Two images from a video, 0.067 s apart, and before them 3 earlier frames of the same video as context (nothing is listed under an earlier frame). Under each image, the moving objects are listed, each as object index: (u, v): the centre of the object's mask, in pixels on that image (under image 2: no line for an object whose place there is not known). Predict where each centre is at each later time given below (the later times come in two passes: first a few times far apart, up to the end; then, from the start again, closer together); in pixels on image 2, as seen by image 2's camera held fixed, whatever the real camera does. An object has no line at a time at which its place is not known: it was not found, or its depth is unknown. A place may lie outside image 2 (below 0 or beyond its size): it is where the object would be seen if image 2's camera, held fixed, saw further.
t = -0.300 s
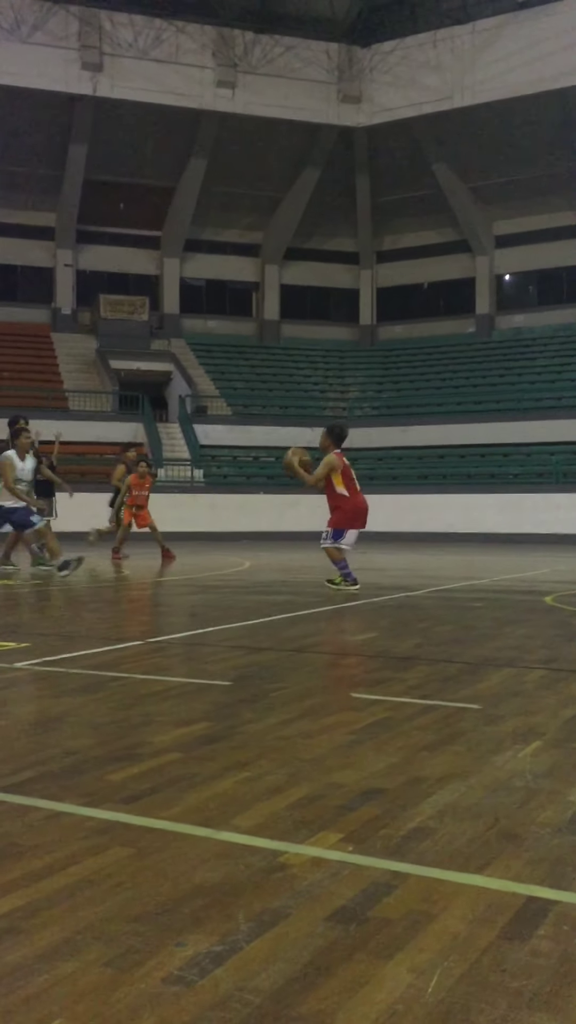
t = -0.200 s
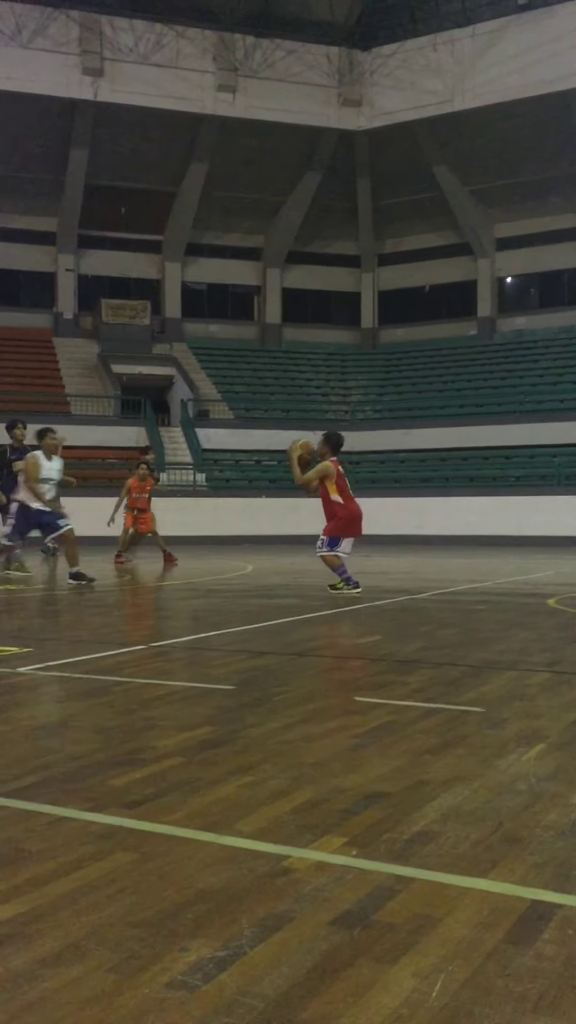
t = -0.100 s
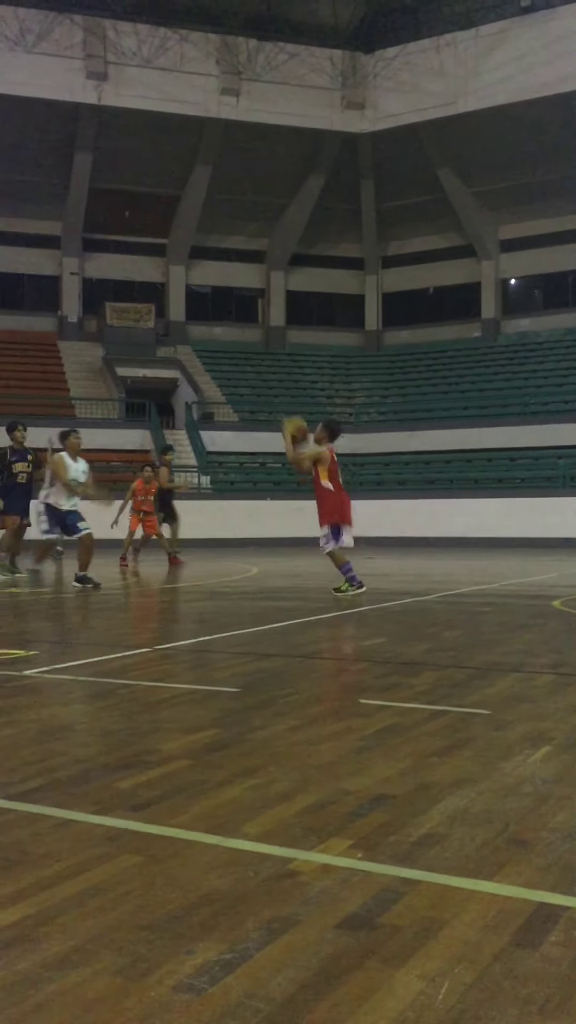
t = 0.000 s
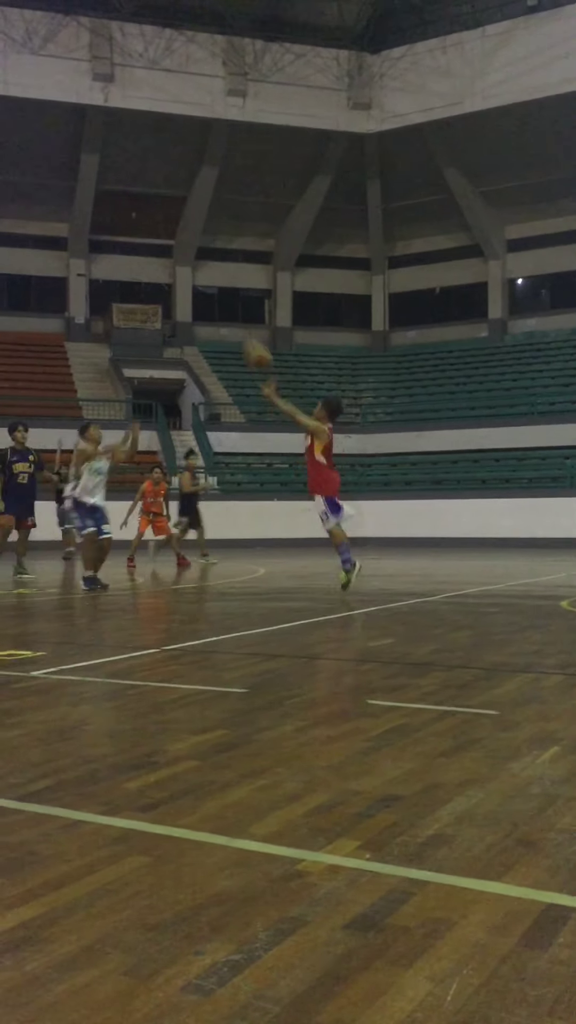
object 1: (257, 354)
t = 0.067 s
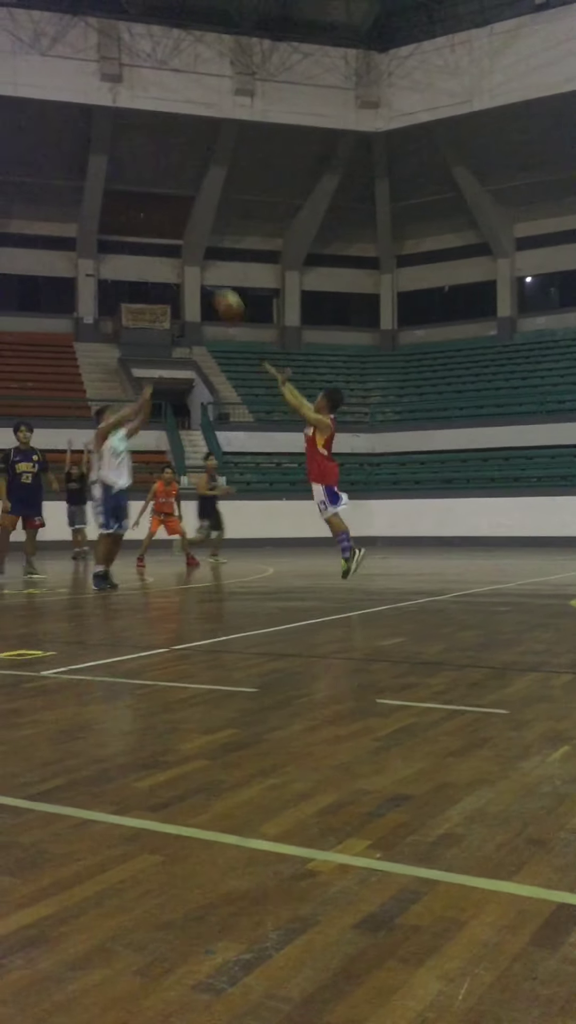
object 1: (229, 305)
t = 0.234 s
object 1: (145, 206)
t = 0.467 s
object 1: (43, 129)
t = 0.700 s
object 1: (-45, 109)
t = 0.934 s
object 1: (-124, 137)
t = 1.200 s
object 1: (-201, 221)
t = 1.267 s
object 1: (-220, 249)
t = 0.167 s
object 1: (177, 240)
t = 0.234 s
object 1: (145, 206)
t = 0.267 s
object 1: (128, 191)
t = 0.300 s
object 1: (113, 177)
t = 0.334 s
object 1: (99, 166)
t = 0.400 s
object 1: (71, 145)
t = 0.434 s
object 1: (57, 137)
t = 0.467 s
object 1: (43, 129)
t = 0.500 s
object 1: (30, 123)
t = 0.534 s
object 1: (17, 118)
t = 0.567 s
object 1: (4, 114)
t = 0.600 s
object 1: (-8, 111)
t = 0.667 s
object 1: (-33, 108)
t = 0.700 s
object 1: (-45, 109)
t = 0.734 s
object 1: (-58, 110)
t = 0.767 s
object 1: (-69, 113)
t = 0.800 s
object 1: (-80, 115)
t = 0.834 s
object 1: (-91, 119)
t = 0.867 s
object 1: (-103, 125)
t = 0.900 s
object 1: (-113, 130)
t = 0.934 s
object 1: (-124, 137)
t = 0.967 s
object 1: (-134, 145)
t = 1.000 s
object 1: (-144, 154)
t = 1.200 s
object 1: (-201, 221)
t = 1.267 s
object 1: (-220, 249)
